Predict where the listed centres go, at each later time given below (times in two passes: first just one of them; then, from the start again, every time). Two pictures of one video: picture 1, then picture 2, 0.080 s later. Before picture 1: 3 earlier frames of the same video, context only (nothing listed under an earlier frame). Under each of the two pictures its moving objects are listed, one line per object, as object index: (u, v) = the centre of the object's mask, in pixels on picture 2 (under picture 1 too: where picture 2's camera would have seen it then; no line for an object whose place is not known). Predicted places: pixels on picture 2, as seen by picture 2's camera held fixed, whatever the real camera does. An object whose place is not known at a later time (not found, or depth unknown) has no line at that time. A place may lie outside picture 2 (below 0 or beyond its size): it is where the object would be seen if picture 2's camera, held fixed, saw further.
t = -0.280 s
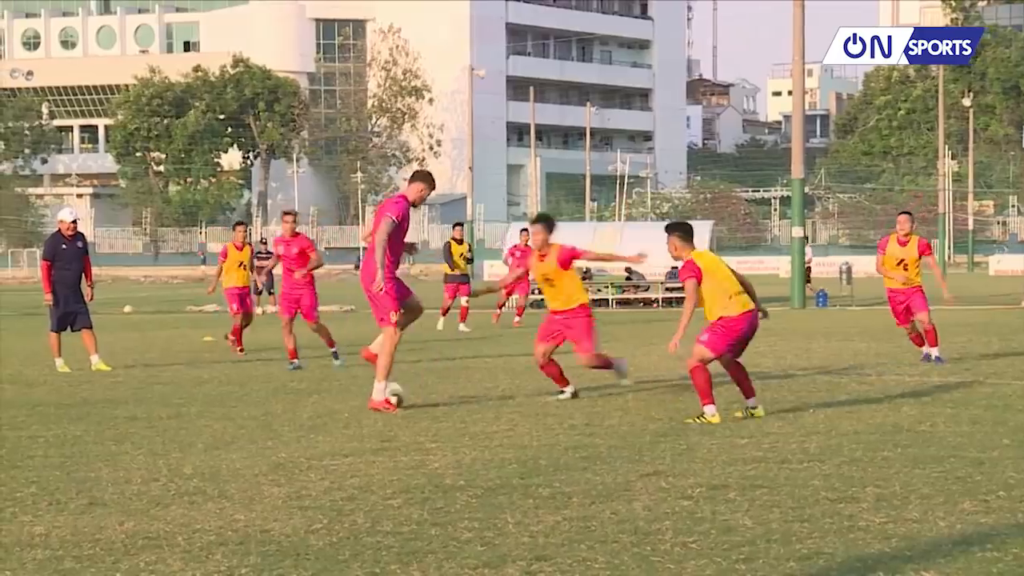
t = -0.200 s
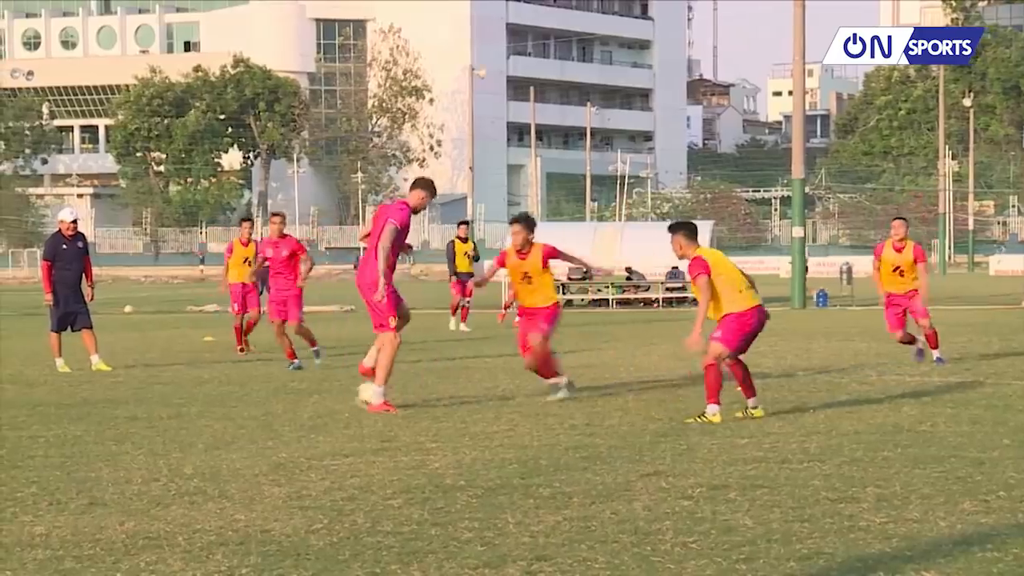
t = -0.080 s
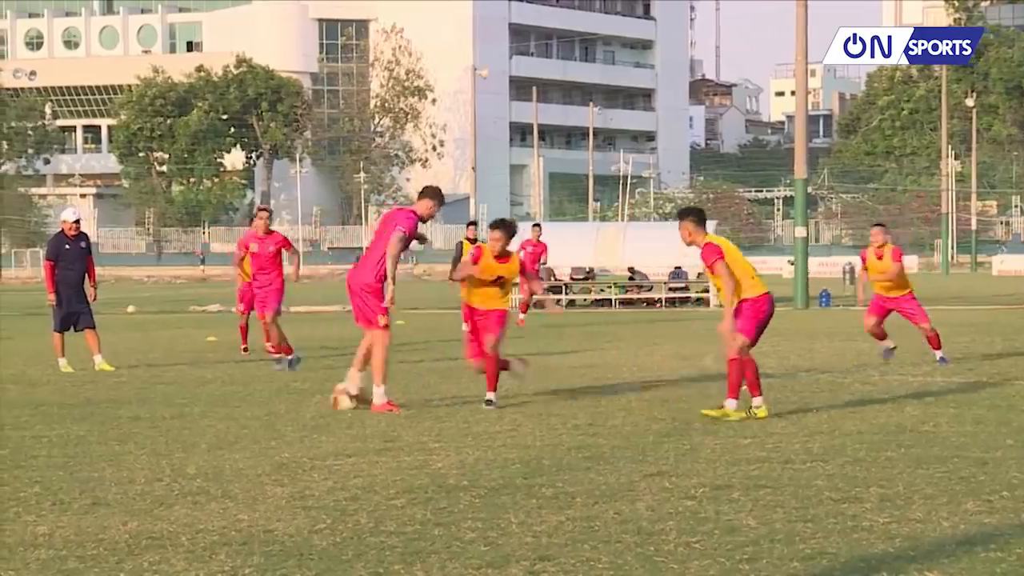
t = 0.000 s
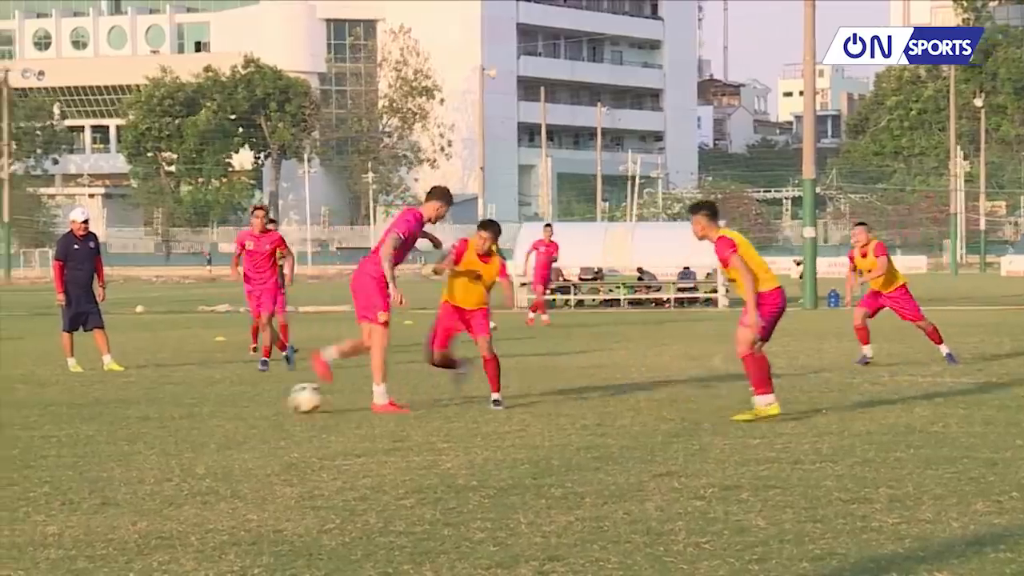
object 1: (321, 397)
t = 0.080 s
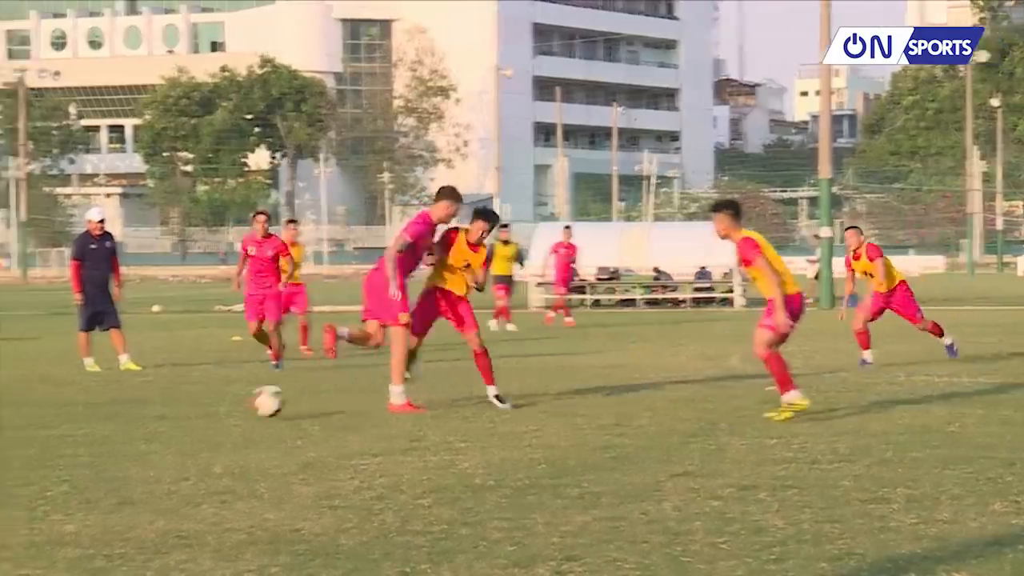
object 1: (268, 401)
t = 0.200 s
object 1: (182, 413)
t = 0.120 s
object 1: (238, 405)
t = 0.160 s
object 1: (210, 412)
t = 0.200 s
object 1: (182, 413)
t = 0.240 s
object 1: (154, 414)
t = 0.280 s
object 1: (124, 417)
